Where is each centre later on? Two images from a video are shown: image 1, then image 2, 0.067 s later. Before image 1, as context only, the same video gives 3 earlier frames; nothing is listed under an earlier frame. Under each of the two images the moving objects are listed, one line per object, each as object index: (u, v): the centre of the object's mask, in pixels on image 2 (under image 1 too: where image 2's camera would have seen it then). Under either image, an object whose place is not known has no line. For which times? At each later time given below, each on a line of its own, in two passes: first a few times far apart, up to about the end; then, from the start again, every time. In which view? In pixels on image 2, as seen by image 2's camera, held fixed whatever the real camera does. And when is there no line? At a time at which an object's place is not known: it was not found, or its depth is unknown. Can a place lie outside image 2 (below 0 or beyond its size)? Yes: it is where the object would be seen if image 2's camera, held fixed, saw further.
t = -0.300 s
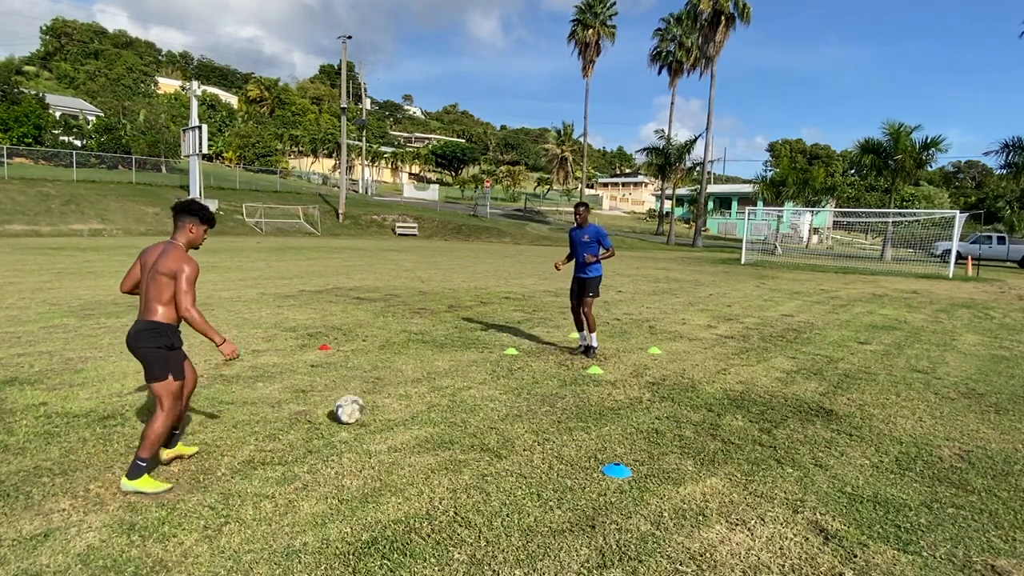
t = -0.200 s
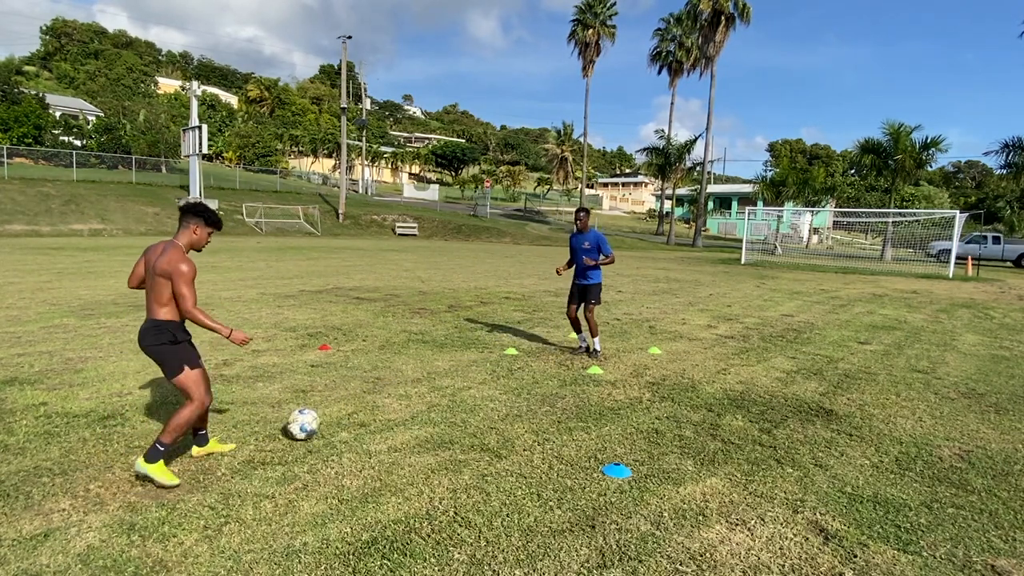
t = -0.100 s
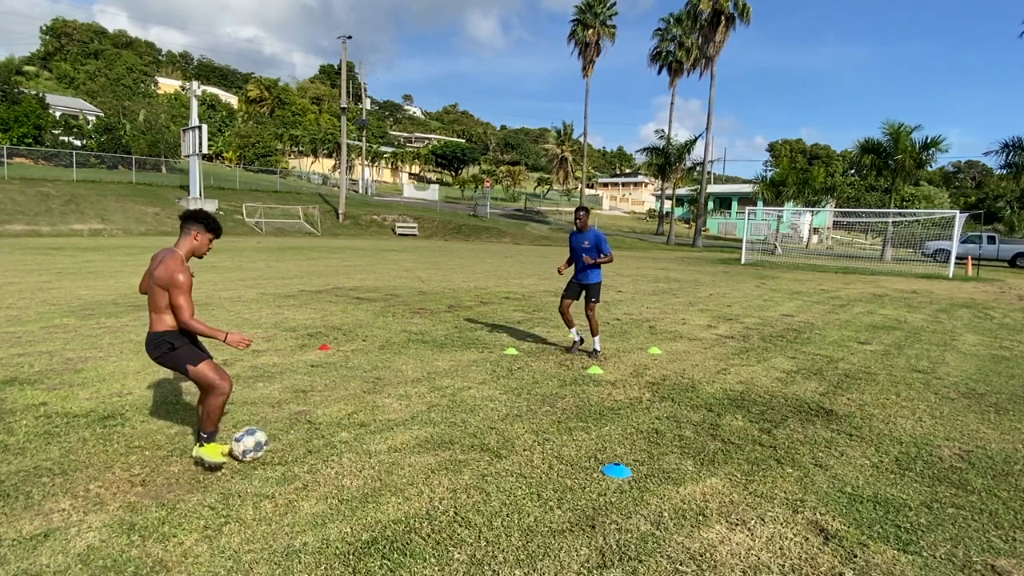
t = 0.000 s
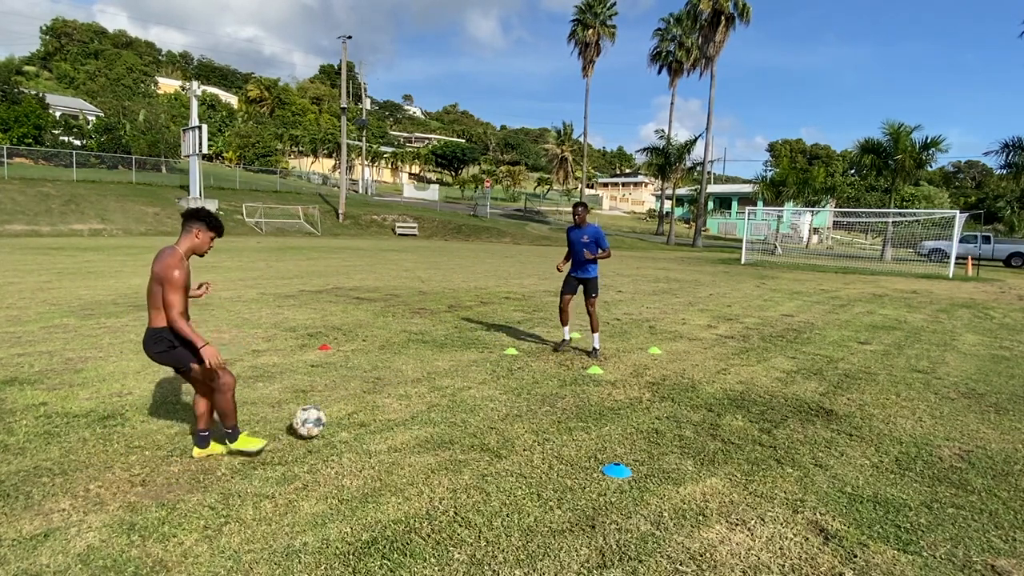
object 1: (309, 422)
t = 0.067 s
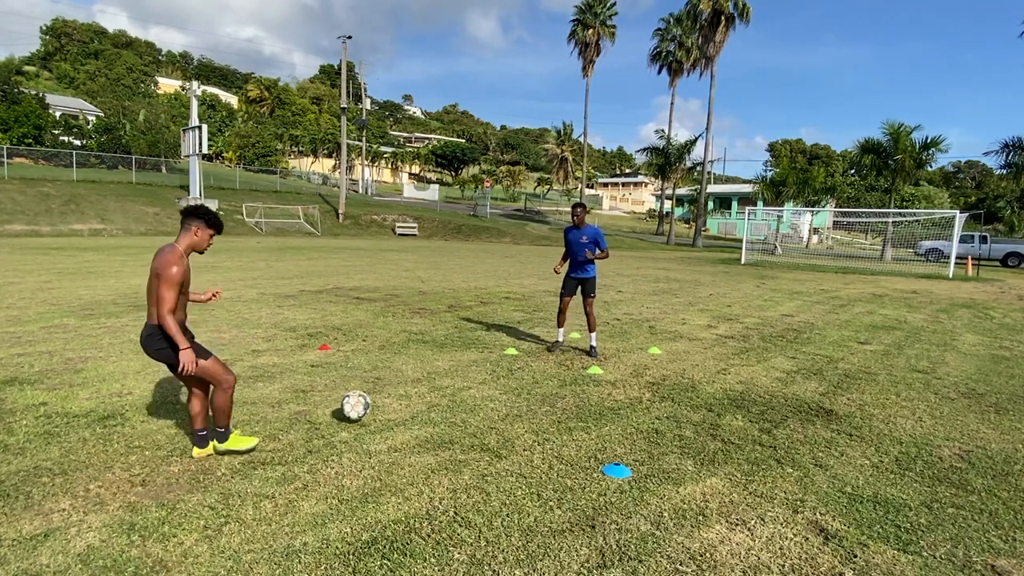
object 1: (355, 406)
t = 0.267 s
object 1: (451, 380)
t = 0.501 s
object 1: (515, 362)
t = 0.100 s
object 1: (375, 400)
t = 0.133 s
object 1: (395, 396)
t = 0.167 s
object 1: (413, 394)
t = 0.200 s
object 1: (426, 389)
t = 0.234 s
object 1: (439, 384)
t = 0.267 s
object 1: (451, 380)
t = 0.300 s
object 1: (462, 377)
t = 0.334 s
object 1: (473, 375)
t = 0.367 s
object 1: (483, 373)
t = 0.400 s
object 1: (492, 370)
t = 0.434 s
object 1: (500, 367)
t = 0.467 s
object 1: (508, 364)
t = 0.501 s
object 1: (515, 362)
